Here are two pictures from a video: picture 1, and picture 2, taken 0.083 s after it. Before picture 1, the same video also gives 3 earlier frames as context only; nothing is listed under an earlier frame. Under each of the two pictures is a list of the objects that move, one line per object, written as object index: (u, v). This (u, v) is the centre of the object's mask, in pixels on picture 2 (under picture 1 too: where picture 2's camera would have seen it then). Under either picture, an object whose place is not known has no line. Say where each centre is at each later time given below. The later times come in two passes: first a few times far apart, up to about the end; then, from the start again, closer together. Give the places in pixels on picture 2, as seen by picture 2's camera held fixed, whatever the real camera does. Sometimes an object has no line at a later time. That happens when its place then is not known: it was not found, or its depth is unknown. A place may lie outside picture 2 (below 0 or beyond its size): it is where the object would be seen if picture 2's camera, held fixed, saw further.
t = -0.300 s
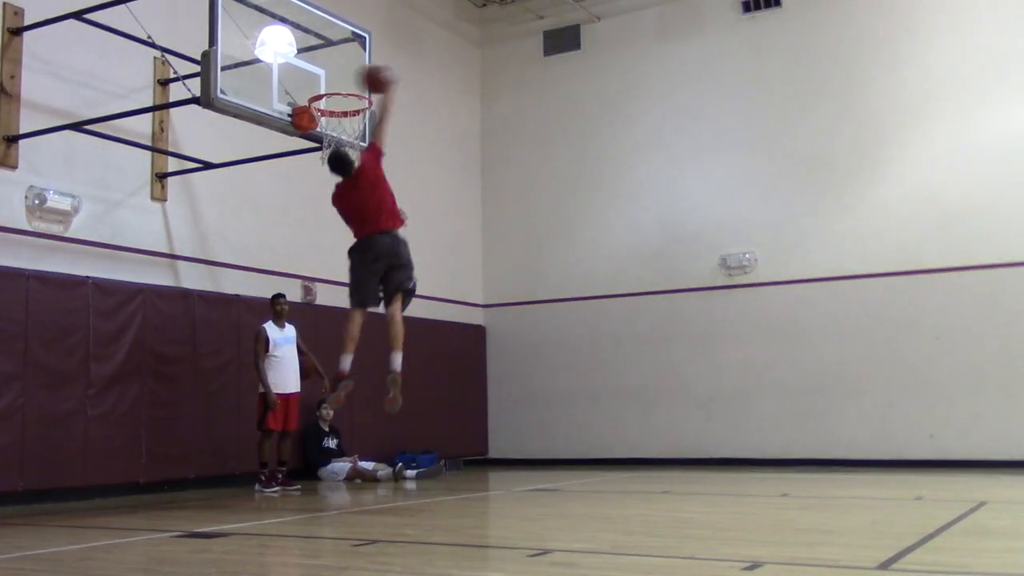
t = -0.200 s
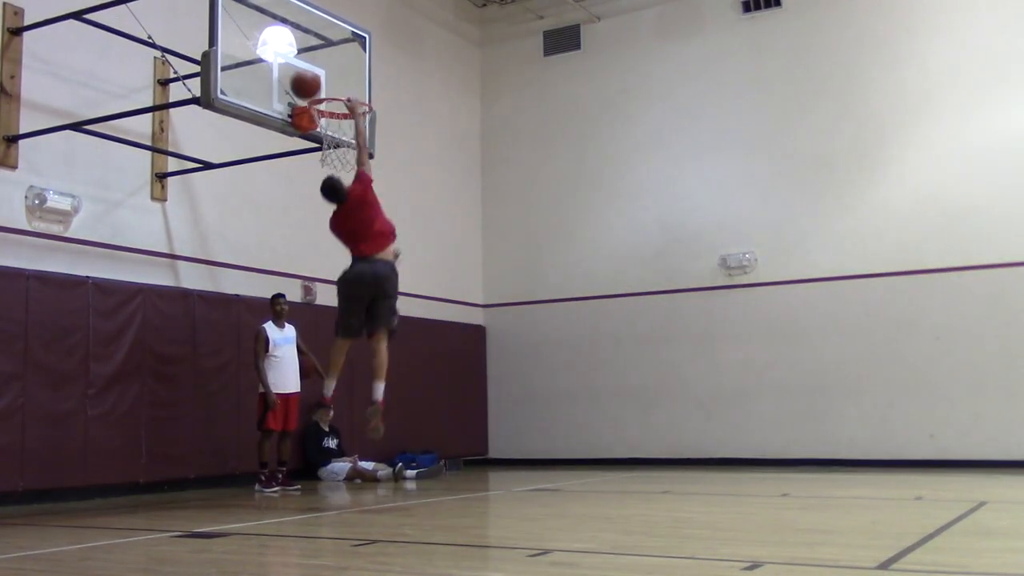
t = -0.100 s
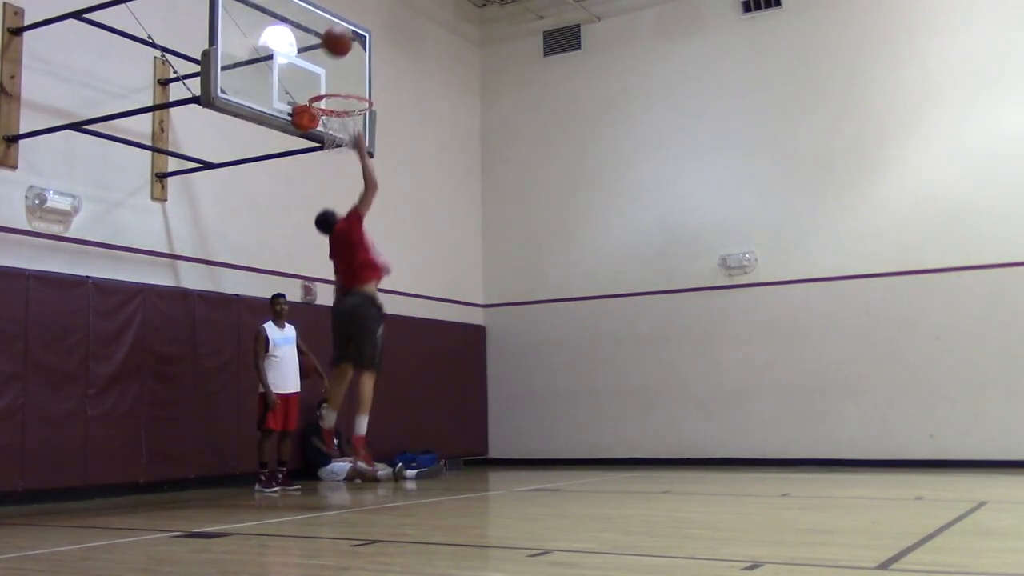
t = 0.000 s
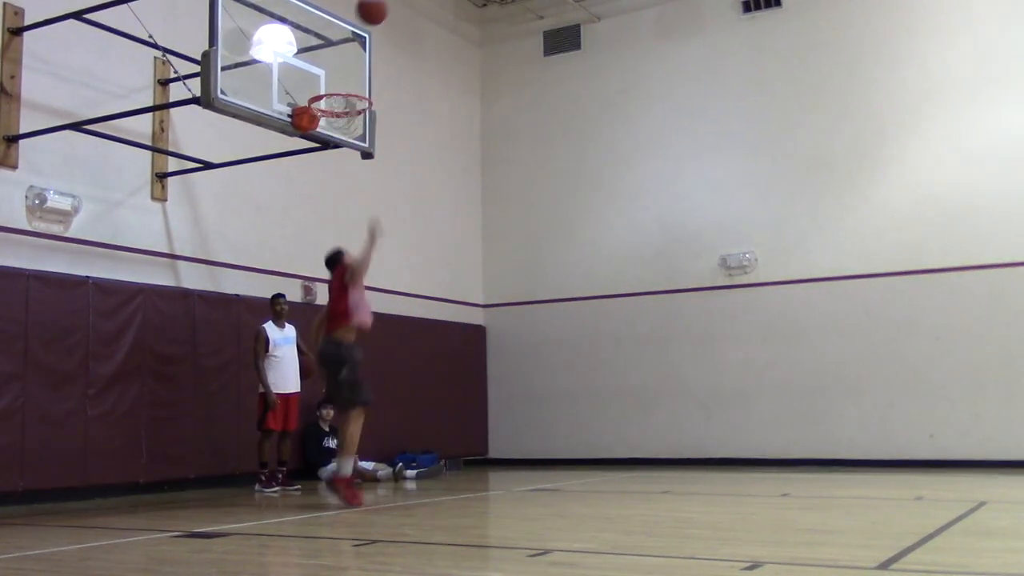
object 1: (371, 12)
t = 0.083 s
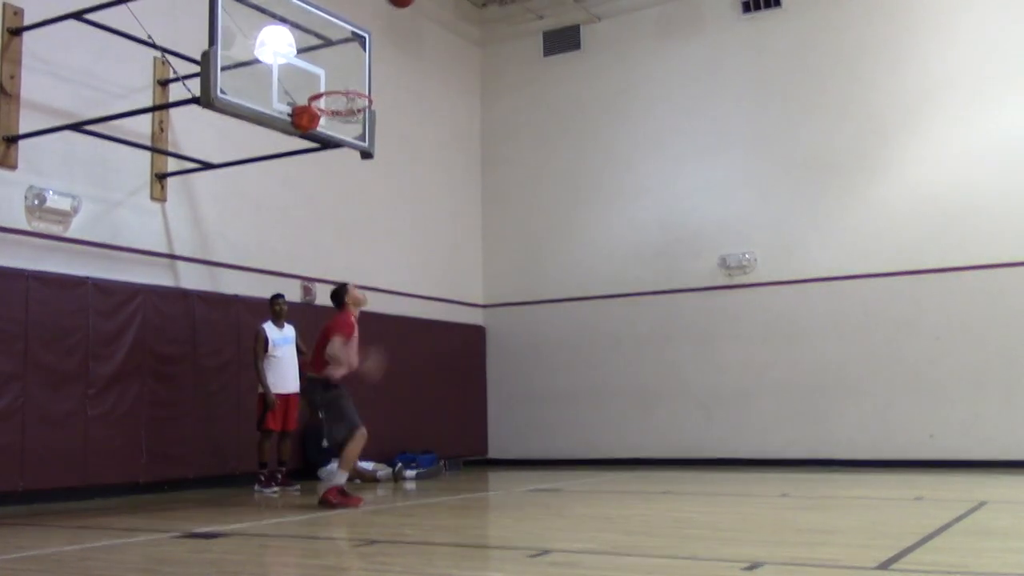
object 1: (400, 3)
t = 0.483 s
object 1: (550, 24)
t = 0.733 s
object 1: (656, 156)
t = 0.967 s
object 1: (770, 373)
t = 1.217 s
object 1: (829, 377)
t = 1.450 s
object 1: (840, 265)
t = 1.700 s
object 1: (855, 237)
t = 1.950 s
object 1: (874, 299)
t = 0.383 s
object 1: (511, 6)
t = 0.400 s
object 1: (517, 7)
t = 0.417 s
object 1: (524, 10)
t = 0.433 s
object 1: (530, 11)
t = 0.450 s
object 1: (537, 14)
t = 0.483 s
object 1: (550, 24)
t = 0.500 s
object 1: (556, 30)
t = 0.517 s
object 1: (565, 37)
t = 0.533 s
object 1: (571, 43)
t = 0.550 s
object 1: (577, 50)
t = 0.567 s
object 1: (584, 57)
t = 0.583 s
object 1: (591, 67)
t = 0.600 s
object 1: (598, 75)
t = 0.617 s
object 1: (605, 84)
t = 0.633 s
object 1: (612, 92)
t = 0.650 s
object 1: (619, 102)
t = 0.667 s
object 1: (626, 112)
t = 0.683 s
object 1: (634, 122)
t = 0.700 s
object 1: (641, 133)
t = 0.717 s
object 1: (648, 144)
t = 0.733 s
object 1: (656, 156)
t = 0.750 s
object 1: (663, 168)
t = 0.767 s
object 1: (671, 180)
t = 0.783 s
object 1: (679, 194)
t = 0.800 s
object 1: (687, 208)
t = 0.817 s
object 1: (694, 222)
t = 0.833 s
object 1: (702, 235)
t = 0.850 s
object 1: (710, 251)
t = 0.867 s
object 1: (719, 267)
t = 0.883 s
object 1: (728, 286)
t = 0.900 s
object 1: (737, 303)
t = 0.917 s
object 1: (744, 318)
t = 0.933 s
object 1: (752, 336)
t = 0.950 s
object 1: (761, 354)
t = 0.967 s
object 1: (770, 373)
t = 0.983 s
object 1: (778, 392)
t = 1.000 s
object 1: (788, 412)
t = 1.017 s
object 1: (796, 432)
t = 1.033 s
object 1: (807, 455)
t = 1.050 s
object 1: (816, 477)
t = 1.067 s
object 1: (823, 494)
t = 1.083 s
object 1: (824, 481)
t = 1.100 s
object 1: (825, 467)
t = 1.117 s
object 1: (825, 453)
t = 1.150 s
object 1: (826, 427)
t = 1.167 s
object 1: (827, 414)
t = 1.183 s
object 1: (828, 401)
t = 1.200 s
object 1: (828, 390)
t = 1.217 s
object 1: (829, 377)
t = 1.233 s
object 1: (830, 367)
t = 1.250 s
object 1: (830, 357)
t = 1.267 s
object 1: (831, 346)
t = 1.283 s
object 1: (832, 337)
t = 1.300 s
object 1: (833, 328)
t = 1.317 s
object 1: (834, 320)
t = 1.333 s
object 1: (834, 311)
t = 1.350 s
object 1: (835, 303)
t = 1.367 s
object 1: (836, 296)
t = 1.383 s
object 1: (837, 289)
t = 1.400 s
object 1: (838, 282)
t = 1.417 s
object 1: (838, 277)
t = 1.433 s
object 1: (839, 271)
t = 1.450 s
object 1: (840, 265)
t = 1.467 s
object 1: (841, 261)
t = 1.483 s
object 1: (842, 256)
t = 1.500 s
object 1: (843, 253)
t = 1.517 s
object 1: (843, 249)
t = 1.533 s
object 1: (845, 246)
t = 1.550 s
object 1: (845, 243)
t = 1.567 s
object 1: (846, 241)
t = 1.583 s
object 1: (847, 239)
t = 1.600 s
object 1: (848, 238)
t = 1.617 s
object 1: (849, 236)
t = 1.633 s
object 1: (850, 236)
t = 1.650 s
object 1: (851, 236)
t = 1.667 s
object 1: (853, 236)
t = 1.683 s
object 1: (854, 236)
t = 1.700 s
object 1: (855, 237)
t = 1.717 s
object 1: (856, 238)
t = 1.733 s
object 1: (857, 240)
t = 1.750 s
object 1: (858, 242)
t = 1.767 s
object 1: (859, 245)
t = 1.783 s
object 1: (861, 248)
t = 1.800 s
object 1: (862, 251)
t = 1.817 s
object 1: (863, 255)
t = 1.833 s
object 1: (864, 258)
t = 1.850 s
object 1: (865, 263)
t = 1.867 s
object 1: (867, 268)
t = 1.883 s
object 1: (868, 273)
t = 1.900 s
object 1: (869, 279)
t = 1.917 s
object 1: (871, 286)
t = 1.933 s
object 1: (872, 293)
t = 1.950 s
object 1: (874, 299)
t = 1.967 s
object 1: (876, 307)
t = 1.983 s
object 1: (877, 314)
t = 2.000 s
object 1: (878, 322)
